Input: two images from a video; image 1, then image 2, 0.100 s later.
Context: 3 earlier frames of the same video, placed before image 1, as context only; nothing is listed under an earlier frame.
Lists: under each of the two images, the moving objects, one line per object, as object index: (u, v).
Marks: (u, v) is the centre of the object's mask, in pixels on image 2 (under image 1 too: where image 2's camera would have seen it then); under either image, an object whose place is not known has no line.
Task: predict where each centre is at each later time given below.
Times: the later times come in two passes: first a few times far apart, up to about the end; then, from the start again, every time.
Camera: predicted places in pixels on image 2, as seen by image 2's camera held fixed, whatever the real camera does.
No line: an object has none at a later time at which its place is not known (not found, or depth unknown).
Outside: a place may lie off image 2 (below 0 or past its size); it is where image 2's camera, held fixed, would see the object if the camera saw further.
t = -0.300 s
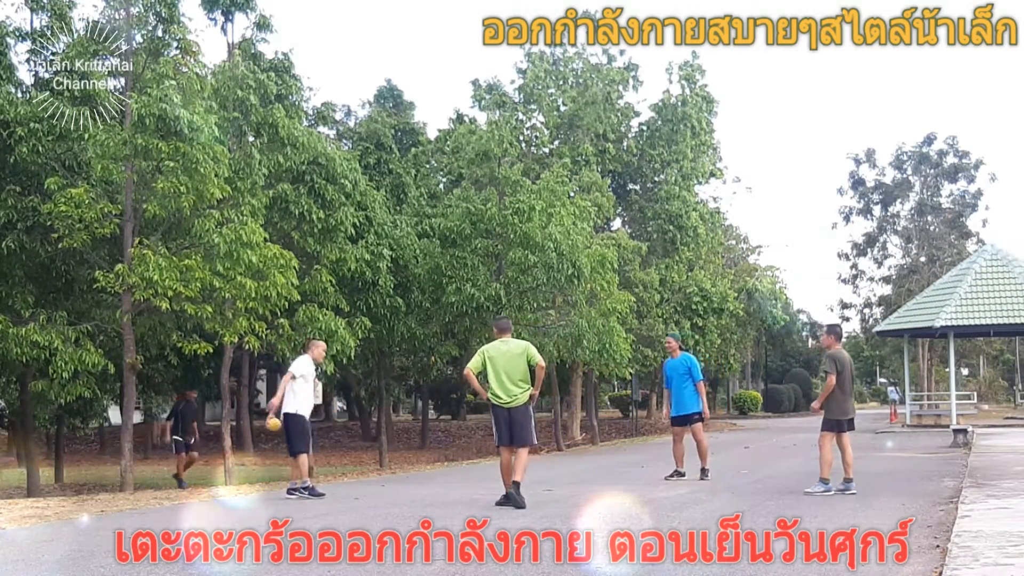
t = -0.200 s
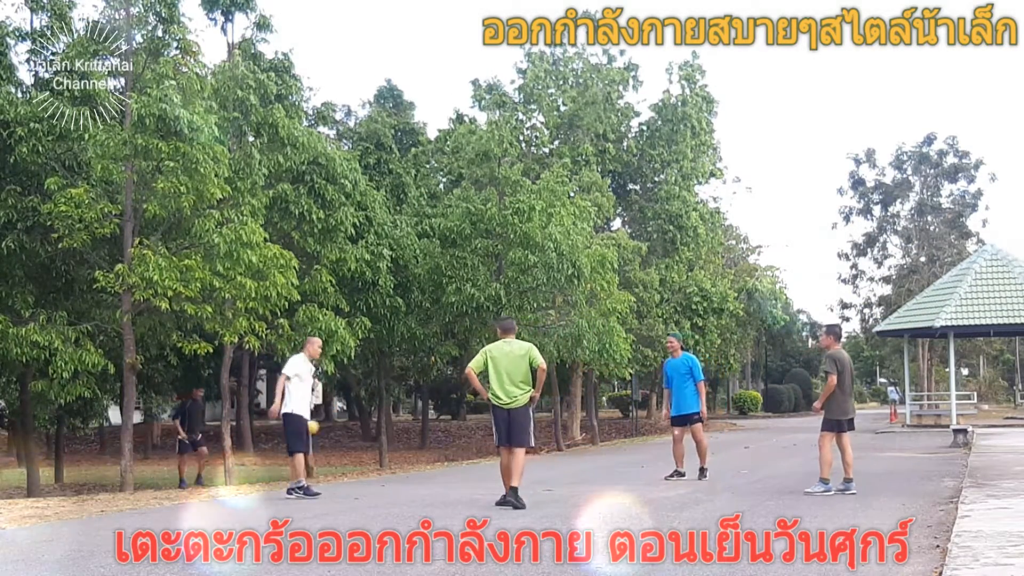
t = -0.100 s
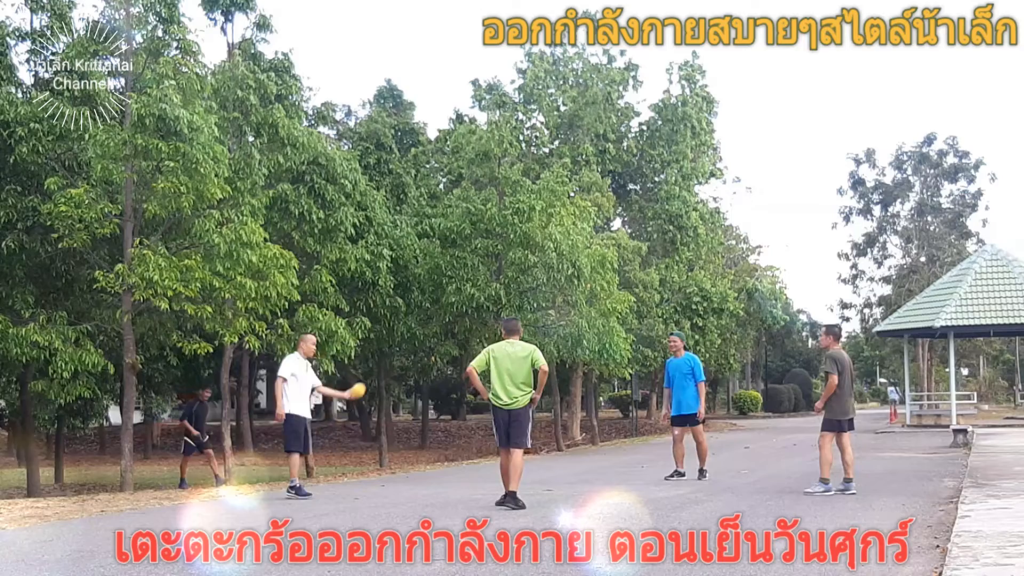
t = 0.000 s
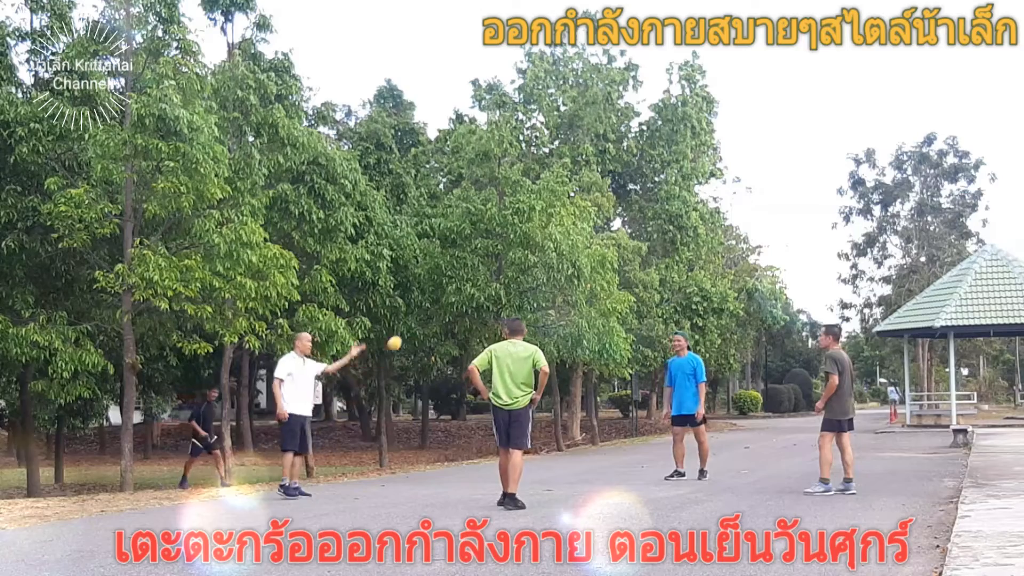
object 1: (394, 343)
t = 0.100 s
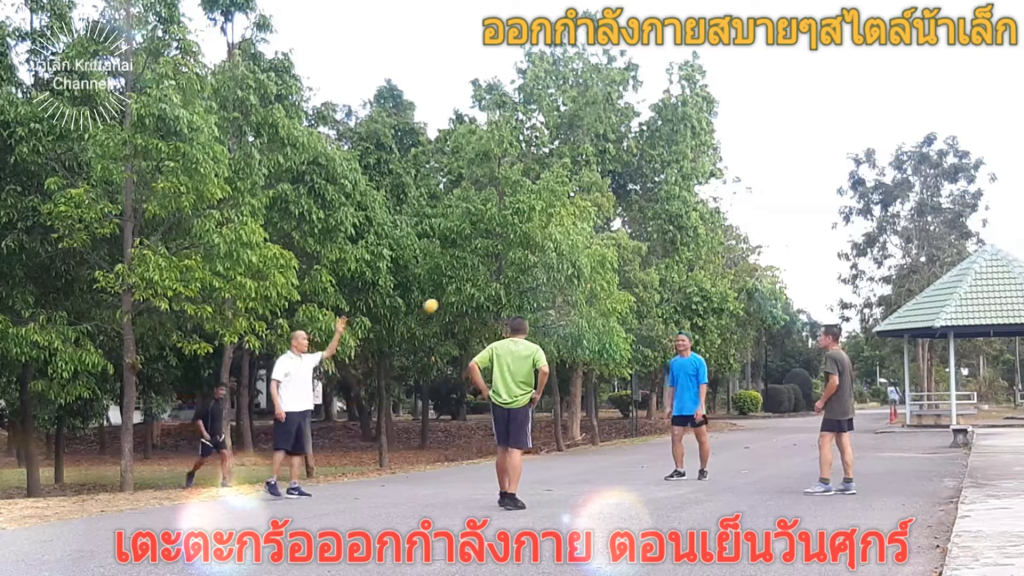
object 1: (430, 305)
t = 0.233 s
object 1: (479, 271)
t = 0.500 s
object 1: (576, 250)
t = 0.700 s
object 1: (648, 279)
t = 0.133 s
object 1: (442, 295)
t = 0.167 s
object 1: (454, 286)
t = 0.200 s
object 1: (467, 278)
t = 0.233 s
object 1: (479, 271)
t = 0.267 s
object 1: (491, 265)
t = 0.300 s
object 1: (503, 259)
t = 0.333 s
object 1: (514, 256)
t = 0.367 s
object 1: (527, 253)
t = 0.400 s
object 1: (539, 250)
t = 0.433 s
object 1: (551, 249)
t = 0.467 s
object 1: (563, 249)
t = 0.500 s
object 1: (576, 250)
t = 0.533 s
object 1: (588, 253)
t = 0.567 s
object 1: (600, 256)
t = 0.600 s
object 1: (612, 260)
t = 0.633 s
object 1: (625, 266)
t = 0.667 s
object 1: (637, 272)
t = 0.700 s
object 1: (648, 279)
